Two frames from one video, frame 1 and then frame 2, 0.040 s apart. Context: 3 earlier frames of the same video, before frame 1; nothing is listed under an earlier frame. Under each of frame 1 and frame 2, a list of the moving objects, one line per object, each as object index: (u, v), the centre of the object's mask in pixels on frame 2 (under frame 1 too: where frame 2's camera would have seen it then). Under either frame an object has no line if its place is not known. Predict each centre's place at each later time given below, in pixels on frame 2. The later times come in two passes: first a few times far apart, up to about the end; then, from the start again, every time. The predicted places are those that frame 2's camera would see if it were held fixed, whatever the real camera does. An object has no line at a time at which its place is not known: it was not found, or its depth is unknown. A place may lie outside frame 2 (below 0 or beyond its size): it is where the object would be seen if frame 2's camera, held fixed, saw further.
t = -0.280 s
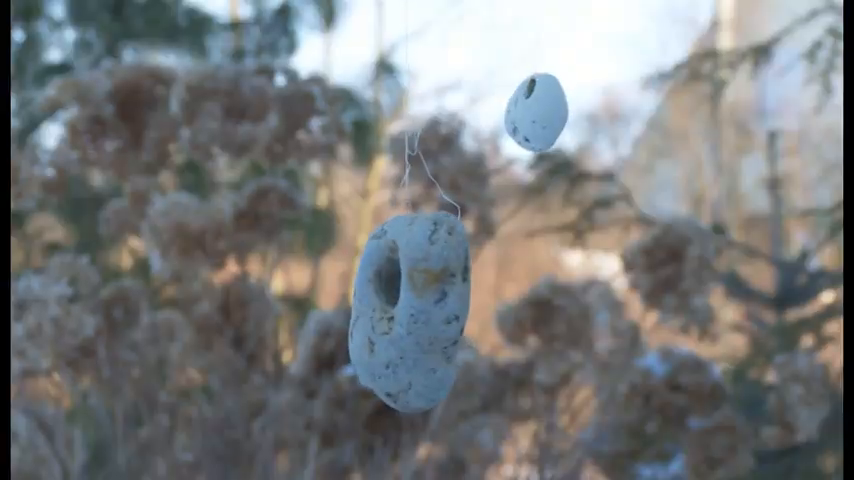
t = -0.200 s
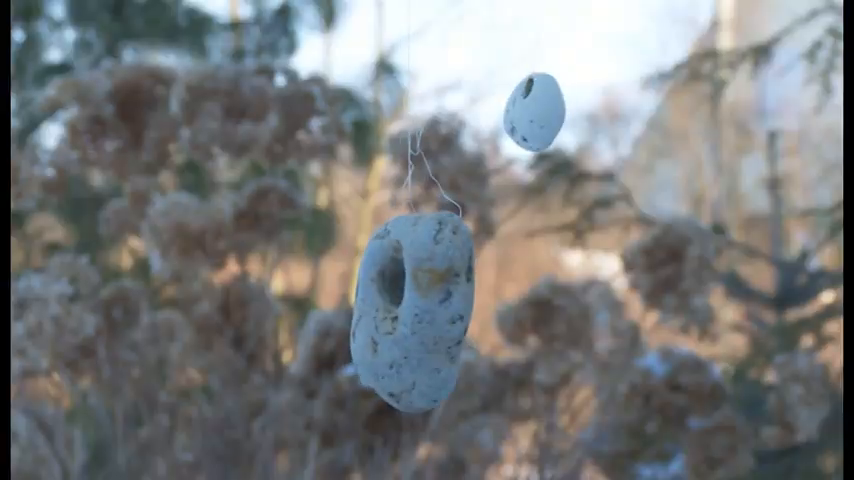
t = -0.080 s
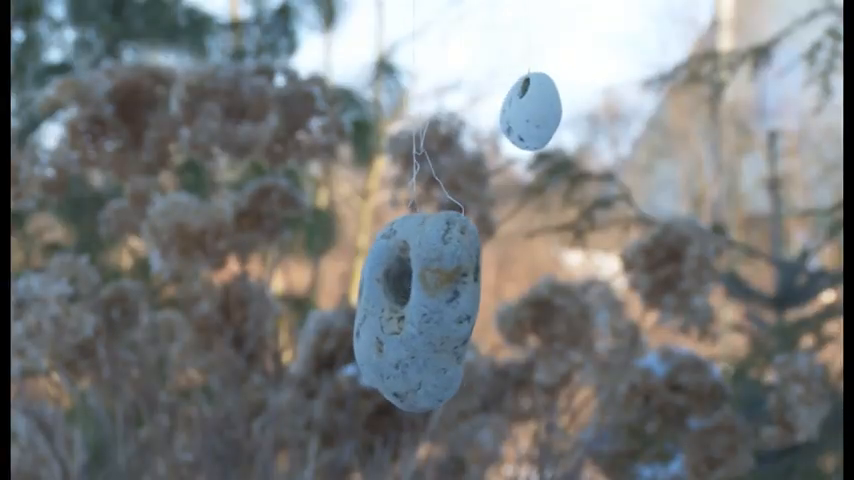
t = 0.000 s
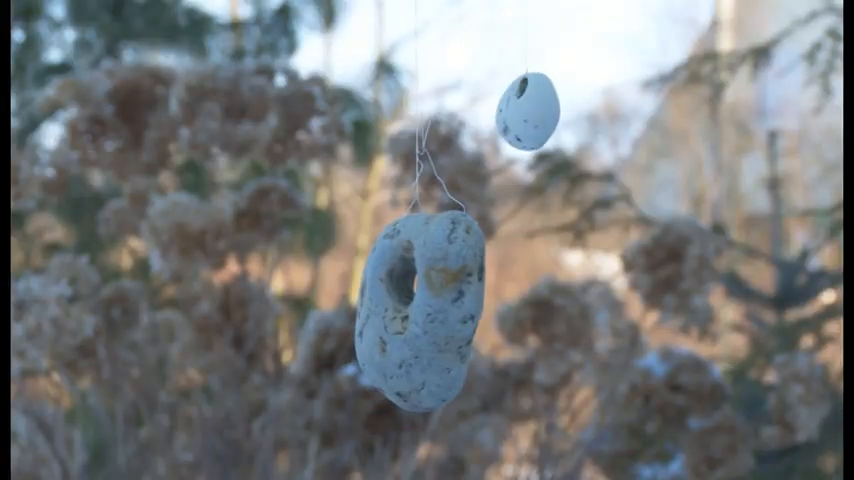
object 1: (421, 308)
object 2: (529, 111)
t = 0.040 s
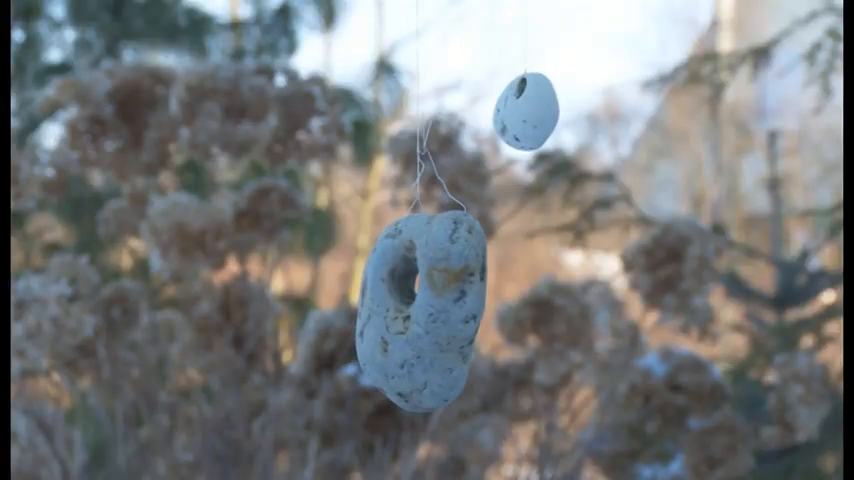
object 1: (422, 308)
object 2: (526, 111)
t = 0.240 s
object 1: (425, 308)
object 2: (518, 112)
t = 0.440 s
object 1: (423, 308)
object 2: (514, 113)
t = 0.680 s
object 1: (412, 308)
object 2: (521, 114)
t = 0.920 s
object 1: (401, 307)
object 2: (542, 115)
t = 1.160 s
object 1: (399, 307)
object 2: (562, 114)
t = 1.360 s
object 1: (403, 308)
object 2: (569, 117)
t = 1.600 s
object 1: (414, 307)
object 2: (561, 116)
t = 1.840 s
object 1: (424, 308)
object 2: (543, 115)
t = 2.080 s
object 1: (428, 308)
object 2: (522, 114)
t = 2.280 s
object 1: (423, 308)
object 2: (509, 112)
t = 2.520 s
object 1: (412, 307)
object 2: (509, 112)
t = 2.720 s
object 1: (403, 308)
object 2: (521, 112)
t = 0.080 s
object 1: (423, 308)
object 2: (525, 111)
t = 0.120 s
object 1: (424, 308)
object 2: (523, 112)
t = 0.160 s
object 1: (424, 308)
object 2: (521, 112)
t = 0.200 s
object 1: (425, 308)
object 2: (519, 112)
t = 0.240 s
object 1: (425, 308)
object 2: (518, 112)
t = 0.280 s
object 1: (426, 308)
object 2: (517, 112)
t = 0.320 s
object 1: (425, 308)
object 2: (515, 113)
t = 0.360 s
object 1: (424, 308)
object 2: (514, 113)
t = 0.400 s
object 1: (423, 308)
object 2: (514, 113)
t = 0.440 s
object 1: (423, 308)
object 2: (514, 113)
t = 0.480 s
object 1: (420, 308)
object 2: (513, 114)
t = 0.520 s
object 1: (419, 308)
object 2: (514, 114)
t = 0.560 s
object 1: (417, 308)
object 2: (515, 114)
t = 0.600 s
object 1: (416, 307)
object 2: (517, 114)
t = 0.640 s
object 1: (414, 307)
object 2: (519, 114)
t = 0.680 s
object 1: (412, 308)
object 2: (521, 114)
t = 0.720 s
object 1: (409, 308)
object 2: (524, 115)
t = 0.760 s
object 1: (408, 308)
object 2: (527, 115)
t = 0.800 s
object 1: (406, 308)
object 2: (530, 115)
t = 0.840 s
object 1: (404, 308)
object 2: (534, 115)
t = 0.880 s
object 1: (403, 307)
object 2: (538, 115)
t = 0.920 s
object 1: (401, 307)
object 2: (542, 115)
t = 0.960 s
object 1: (400, 307)
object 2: (546, 115)
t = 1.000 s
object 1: (400, 308)
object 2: (549, 115)
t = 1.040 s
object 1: (399, 308)
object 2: (553, 115)
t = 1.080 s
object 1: (399, 308)
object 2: (556, 114)
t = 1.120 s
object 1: (398, 308)
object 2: (559, 114)
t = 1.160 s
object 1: (399, 307)
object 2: (562, 114)
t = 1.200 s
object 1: (399, 307)
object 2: (565, 114)
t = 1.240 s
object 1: (400, 307)
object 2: (567, 114)
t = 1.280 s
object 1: (400, 307)
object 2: (568, 114)
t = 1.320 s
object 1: (402, 307)
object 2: (569, 116)
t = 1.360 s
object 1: (403, 308)
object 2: (569, 117)
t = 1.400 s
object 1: (405, 308)
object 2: (569, 117)
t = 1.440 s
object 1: (406, 308)
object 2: (567, 117)
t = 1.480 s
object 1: (408, 308)
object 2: (566, 116)
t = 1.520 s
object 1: (410, 308)
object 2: (565, 116)
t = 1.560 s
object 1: (412, 308)
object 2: (563, 116)
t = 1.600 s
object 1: (414, 307)
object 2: (561, 116)
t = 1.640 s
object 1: (416, 307)
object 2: (559, 116)
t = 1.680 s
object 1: (417, 308)
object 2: (556, 117)
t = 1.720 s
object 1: (419, 308)
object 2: (553, 116)
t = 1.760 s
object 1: (422, 307)
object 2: (550, 116)
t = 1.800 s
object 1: (423, 307)
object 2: (547, 115)
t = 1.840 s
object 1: (424, 308)
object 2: (543, 115)
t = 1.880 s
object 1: (425, 308)
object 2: (540, 115)
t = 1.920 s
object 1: (427, 307)
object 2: (536, 115)
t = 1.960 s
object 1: (427, 308)
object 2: (532, 115)
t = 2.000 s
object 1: (428, 307)
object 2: (529, 114)
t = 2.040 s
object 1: (427, 308)
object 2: (525, 114)
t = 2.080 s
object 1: (428, 308)
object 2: (522, 114)
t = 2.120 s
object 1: (426, 308)
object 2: (518, 114)
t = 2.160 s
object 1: (426, 308)
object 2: (516, 113)
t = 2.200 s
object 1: (425, 308)
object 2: (513, 113)
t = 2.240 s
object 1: (425, 307)
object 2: (511, 113)
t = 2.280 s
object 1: (423, 308)
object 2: (509, 112)
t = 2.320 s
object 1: (421, 308)
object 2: (508, 112)
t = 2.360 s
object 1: (419, 308)
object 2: (507, 113)
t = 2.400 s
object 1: (417, 308)
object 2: (506, 112)
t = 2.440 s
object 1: (416, 308)
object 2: (507, 112)
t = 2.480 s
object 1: (413, 308)
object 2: (507, 112)
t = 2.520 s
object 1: (412, 307)
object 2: (509, 112)
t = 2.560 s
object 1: (409, 308)
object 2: (510, 112)
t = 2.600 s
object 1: (407, 308)
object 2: (513, 112)
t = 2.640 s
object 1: (405, 308)
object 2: (515, 112)
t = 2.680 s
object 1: (404, 308)
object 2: (518, 112)
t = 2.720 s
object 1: (403, 308)
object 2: (521, 112)
